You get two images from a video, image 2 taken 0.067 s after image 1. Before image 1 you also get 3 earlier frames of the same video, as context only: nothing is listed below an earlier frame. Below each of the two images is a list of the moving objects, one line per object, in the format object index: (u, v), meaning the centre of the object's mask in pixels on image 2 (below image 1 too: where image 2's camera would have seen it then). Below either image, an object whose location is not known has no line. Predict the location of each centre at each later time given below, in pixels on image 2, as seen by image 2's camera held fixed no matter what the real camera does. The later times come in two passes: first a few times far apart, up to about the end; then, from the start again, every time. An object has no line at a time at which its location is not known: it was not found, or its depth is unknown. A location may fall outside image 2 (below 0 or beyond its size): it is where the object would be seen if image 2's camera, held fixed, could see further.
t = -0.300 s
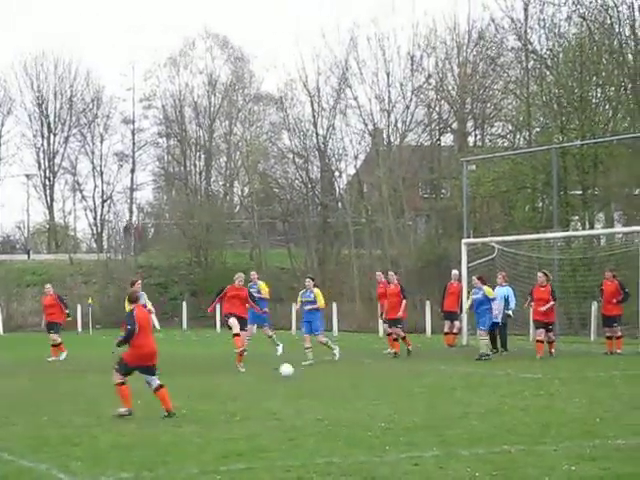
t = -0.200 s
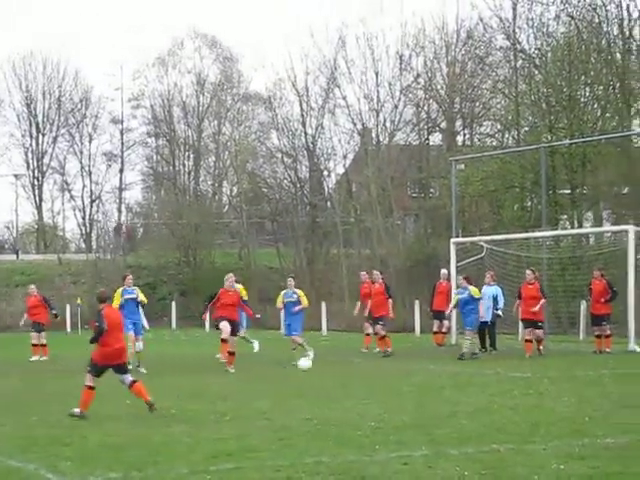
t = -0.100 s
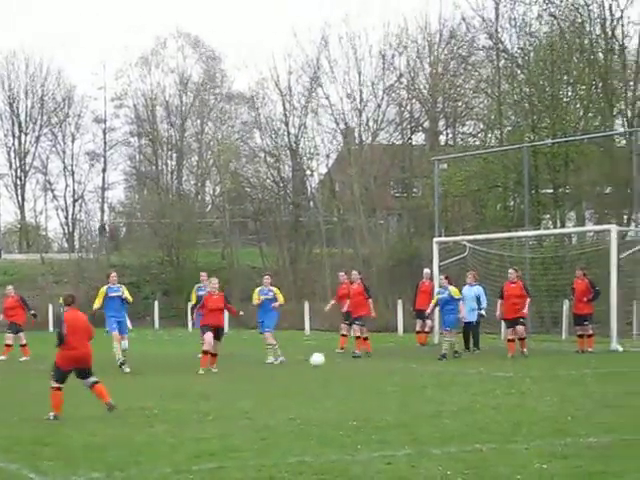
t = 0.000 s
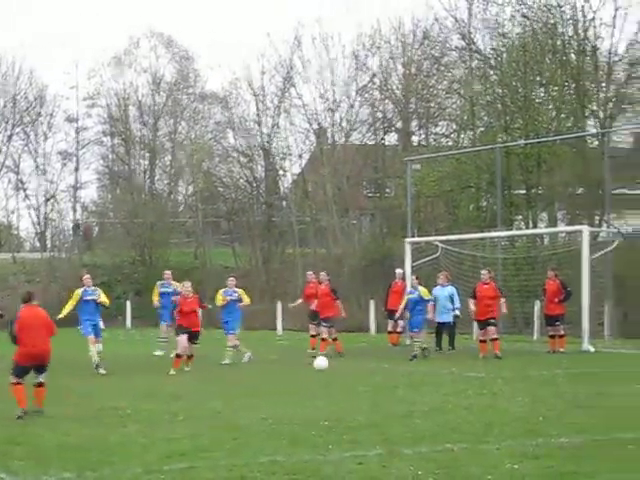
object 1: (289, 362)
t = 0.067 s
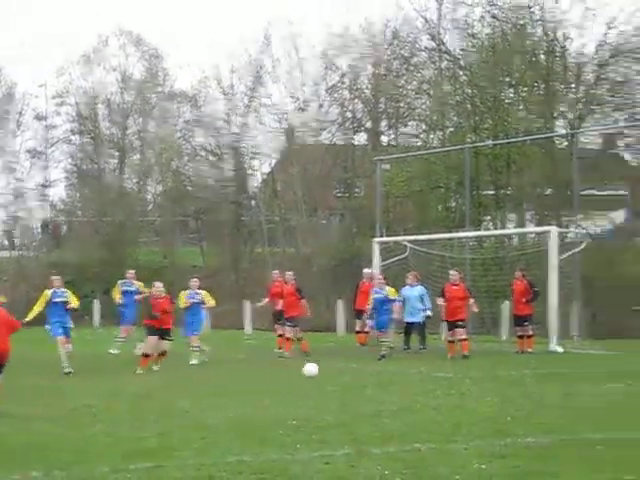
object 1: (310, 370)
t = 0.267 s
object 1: (368, 373)
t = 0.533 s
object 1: (440, 390)
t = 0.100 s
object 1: (321, 375)
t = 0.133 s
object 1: (332, 380)
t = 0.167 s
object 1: (342, 381)
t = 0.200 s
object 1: (350, 377)
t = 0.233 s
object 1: (359, 375)
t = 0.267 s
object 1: (368, 373)
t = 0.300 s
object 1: (376, 373)
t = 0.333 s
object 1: (385, 372)
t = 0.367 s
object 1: (395, 373)
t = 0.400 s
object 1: (404, 375)
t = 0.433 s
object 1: (412, 377)
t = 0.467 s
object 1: (422, 381)
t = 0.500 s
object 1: (431, 386)
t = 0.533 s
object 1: (440, 390)
